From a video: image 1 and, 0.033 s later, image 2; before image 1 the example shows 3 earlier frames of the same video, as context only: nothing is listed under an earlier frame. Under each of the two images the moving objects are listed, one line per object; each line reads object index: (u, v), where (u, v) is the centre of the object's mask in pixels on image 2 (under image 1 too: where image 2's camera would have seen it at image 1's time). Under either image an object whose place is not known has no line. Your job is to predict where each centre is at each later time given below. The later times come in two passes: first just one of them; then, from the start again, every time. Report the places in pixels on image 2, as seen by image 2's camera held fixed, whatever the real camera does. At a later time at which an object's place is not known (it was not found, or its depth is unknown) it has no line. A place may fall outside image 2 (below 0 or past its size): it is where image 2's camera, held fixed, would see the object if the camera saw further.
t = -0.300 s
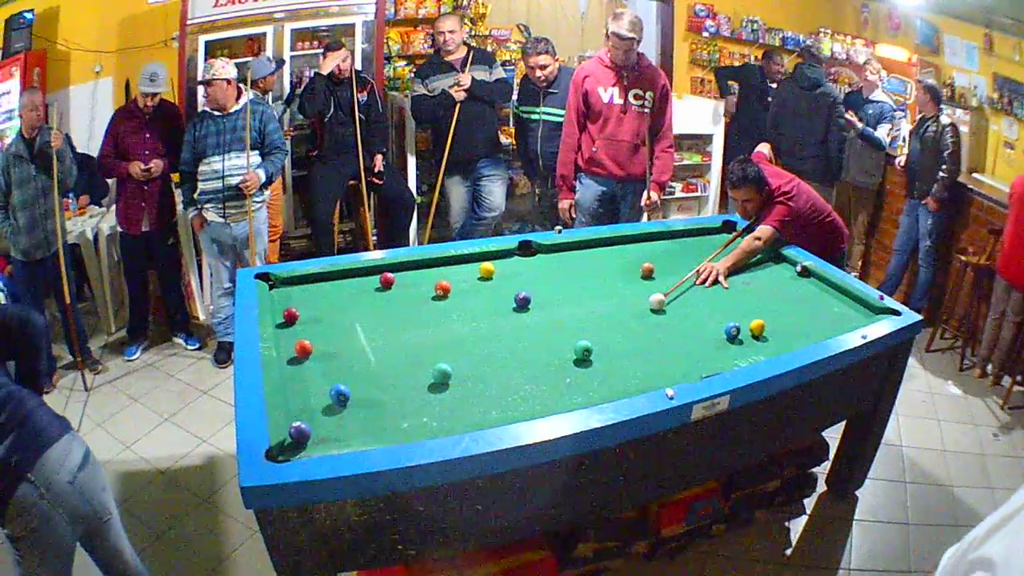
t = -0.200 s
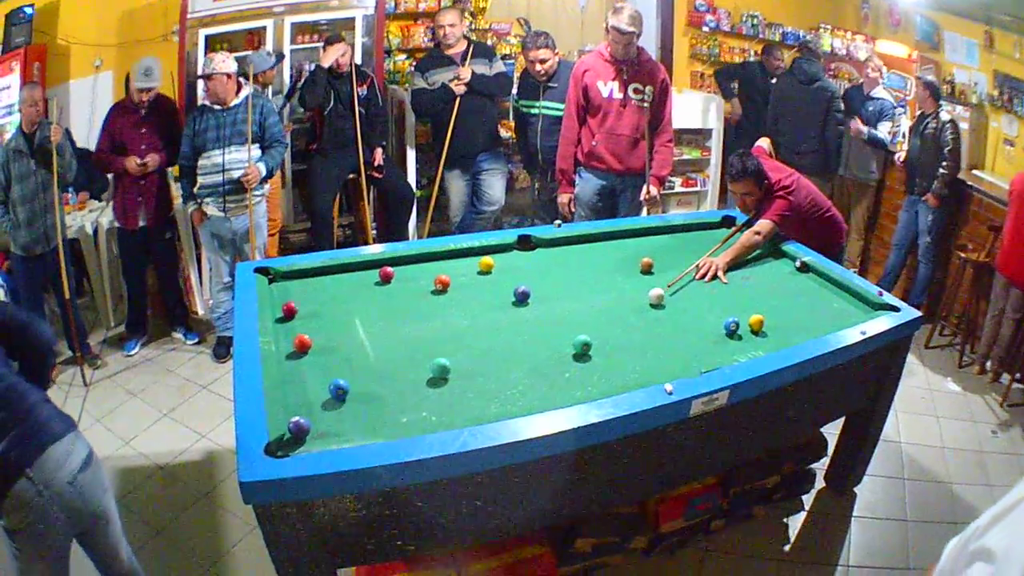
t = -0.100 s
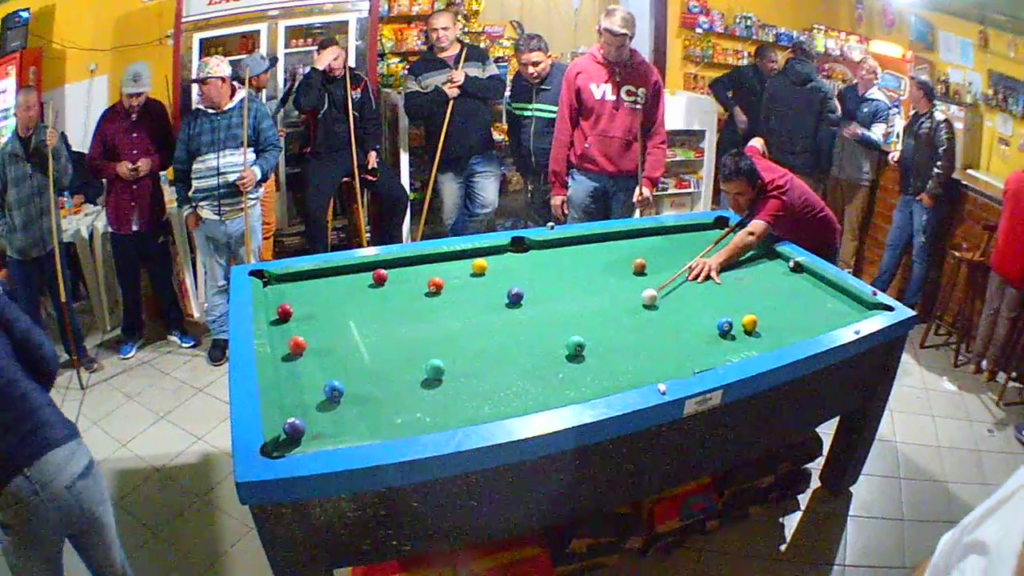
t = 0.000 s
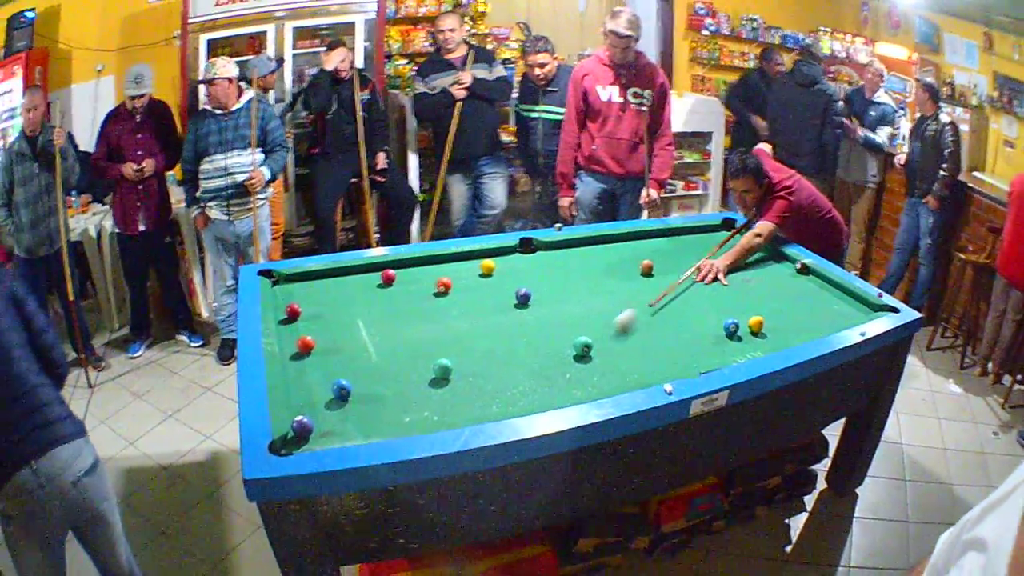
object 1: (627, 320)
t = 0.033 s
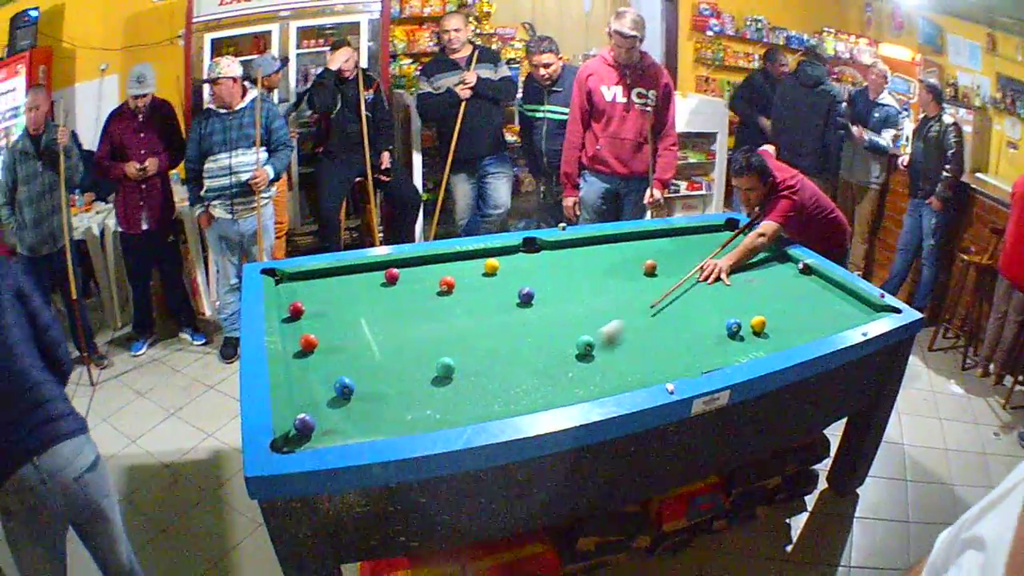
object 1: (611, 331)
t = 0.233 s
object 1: (615, 354)
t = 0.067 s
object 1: (601, 340)
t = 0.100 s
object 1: (605, 343)
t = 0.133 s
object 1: (607, 346)
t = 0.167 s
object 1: (610, 349)
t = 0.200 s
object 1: (613, 352)
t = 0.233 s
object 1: (615, 354)
